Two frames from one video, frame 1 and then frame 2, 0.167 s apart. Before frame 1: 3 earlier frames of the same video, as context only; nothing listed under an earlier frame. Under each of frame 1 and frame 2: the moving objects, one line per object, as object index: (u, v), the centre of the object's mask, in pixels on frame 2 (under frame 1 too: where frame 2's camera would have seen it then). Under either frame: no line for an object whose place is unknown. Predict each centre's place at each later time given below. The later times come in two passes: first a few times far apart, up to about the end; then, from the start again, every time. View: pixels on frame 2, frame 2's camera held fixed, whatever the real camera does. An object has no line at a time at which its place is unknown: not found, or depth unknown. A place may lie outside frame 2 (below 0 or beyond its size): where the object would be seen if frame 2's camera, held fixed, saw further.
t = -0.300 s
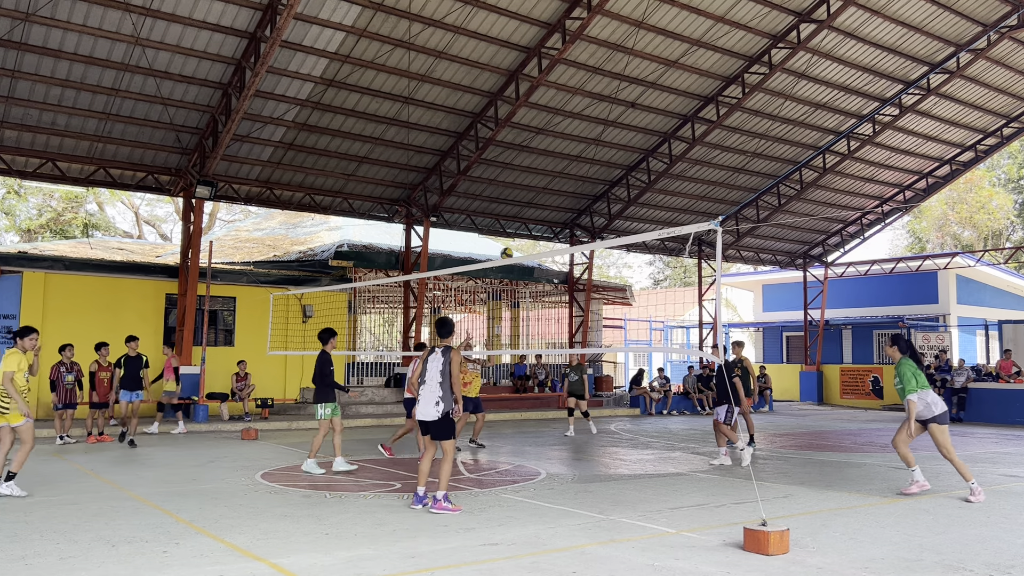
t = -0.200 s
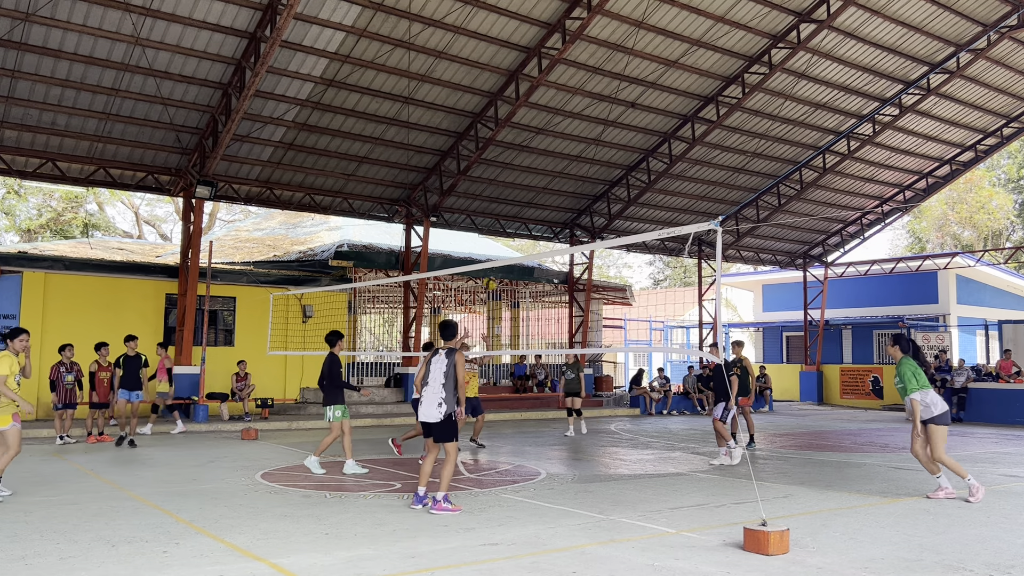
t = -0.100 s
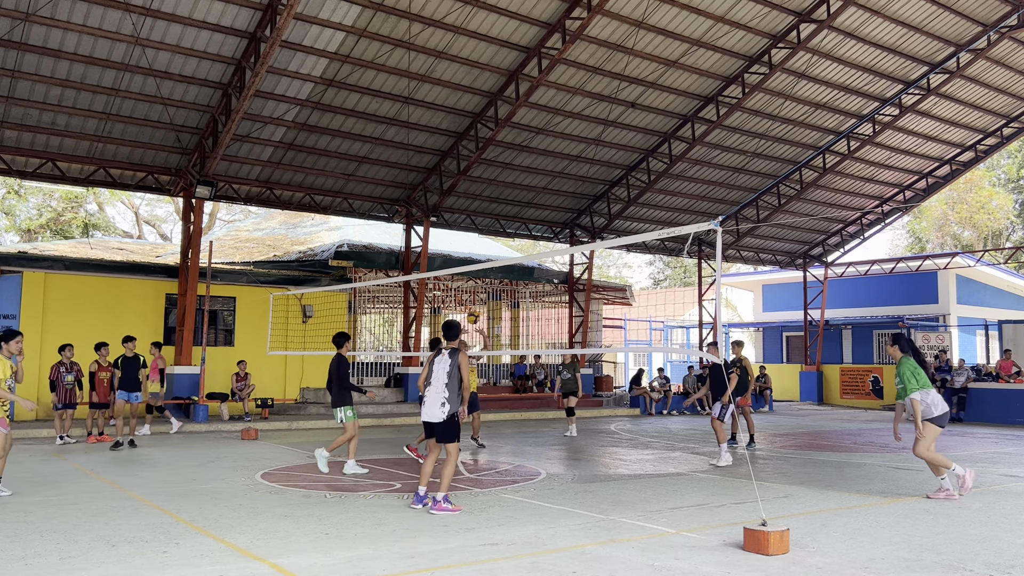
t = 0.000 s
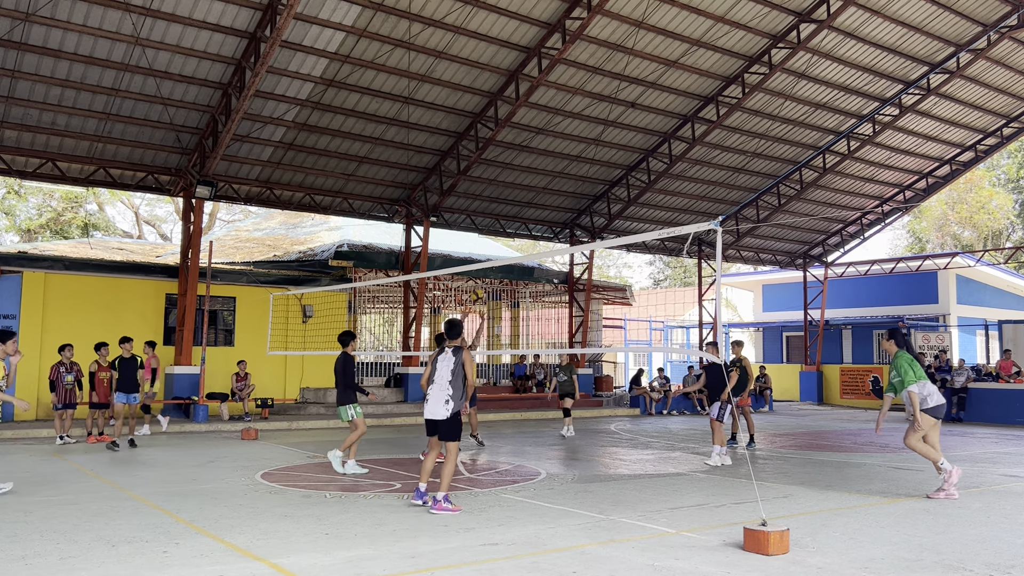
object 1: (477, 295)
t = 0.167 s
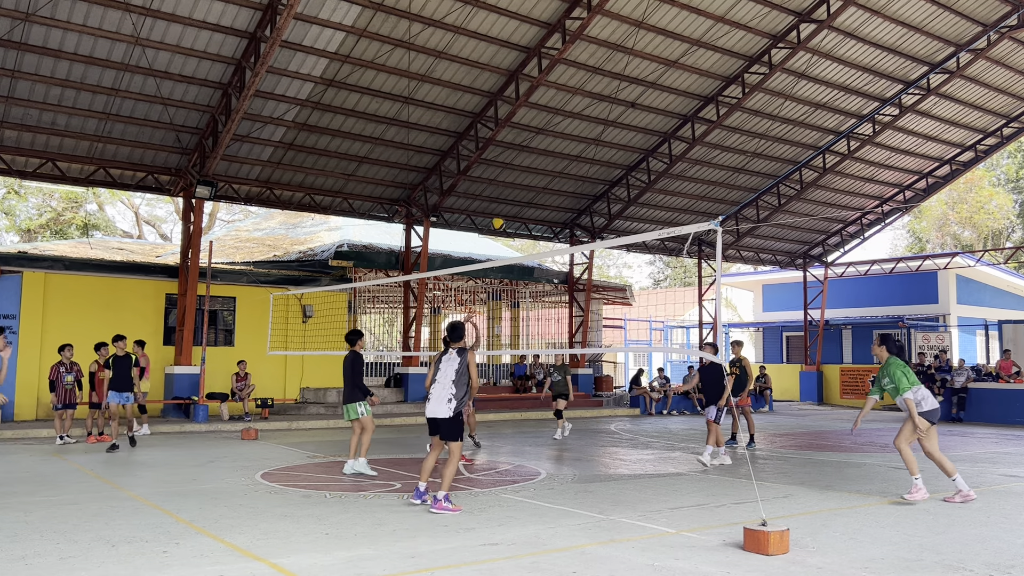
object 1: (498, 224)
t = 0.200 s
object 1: (502, 211)
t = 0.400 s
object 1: (529, 148)
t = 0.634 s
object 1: (562, 106)
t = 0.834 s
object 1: (593, 100)
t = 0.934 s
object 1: (609, 110)
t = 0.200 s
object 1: (502, 211)
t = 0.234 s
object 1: (506, 199)
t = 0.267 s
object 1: (511, 188)
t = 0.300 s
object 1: (515, 177)
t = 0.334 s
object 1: (520, 167)
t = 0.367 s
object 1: (524, 157)
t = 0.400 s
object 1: (529, 148)
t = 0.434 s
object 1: (533, 140)
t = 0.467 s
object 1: (538, 133)
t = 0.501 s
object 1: (543, 126)
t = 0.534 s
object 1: (548, 119)
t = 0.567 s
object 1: (553, 114)
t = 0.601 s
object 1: (558, 110)
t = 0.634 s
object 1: (562, 106)
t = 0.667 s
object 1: (567, 103)
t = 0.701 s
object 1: (572, 100)
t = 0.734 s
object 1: (577, 99)
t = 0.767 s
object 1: (582, 98)
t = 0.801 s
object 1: (588, 99)
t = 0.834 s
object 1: (593, 100)
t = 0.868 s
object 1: (598, 102)
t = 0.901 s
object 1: (604, 106)
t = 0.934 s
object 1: (609, 110)
